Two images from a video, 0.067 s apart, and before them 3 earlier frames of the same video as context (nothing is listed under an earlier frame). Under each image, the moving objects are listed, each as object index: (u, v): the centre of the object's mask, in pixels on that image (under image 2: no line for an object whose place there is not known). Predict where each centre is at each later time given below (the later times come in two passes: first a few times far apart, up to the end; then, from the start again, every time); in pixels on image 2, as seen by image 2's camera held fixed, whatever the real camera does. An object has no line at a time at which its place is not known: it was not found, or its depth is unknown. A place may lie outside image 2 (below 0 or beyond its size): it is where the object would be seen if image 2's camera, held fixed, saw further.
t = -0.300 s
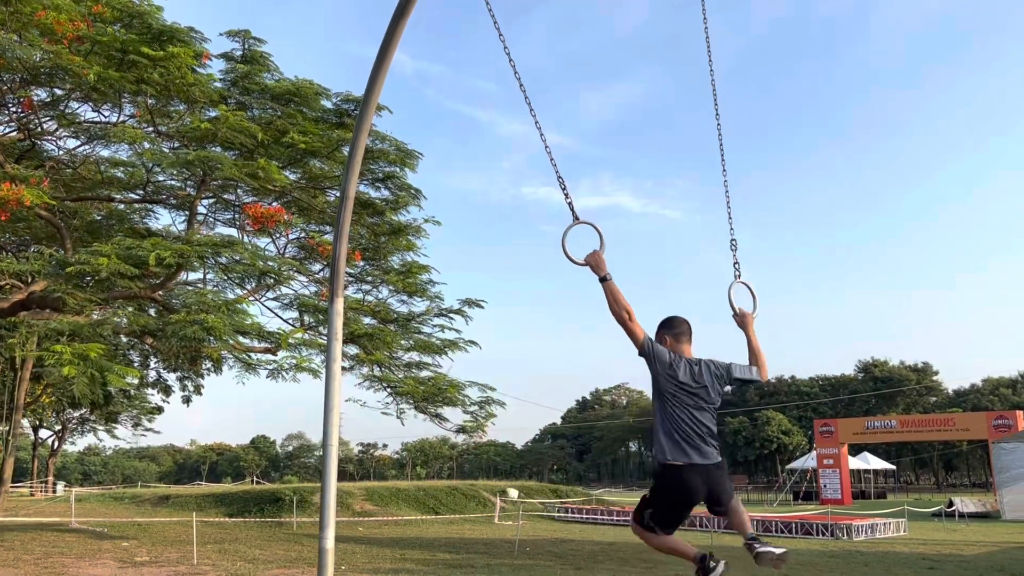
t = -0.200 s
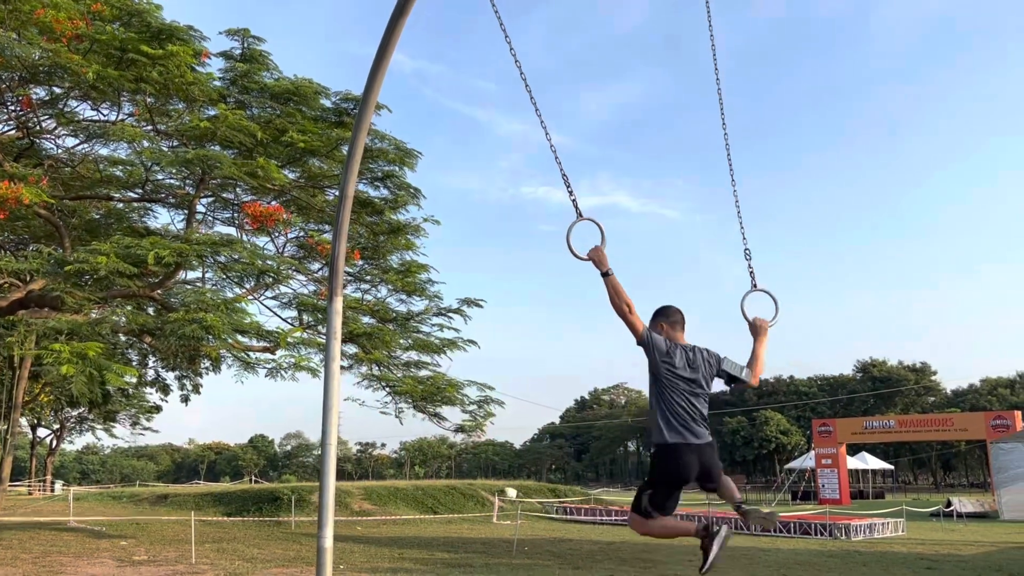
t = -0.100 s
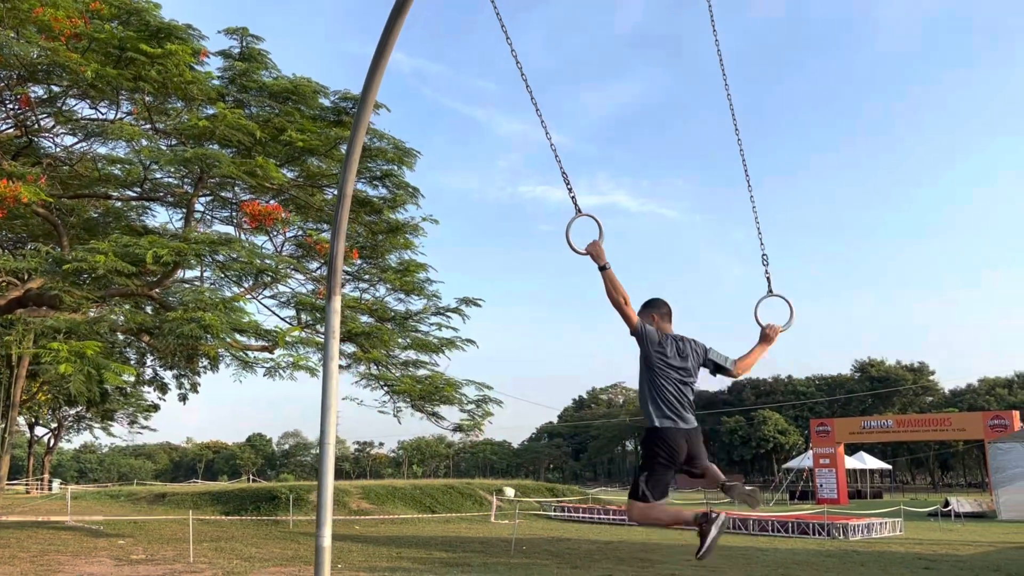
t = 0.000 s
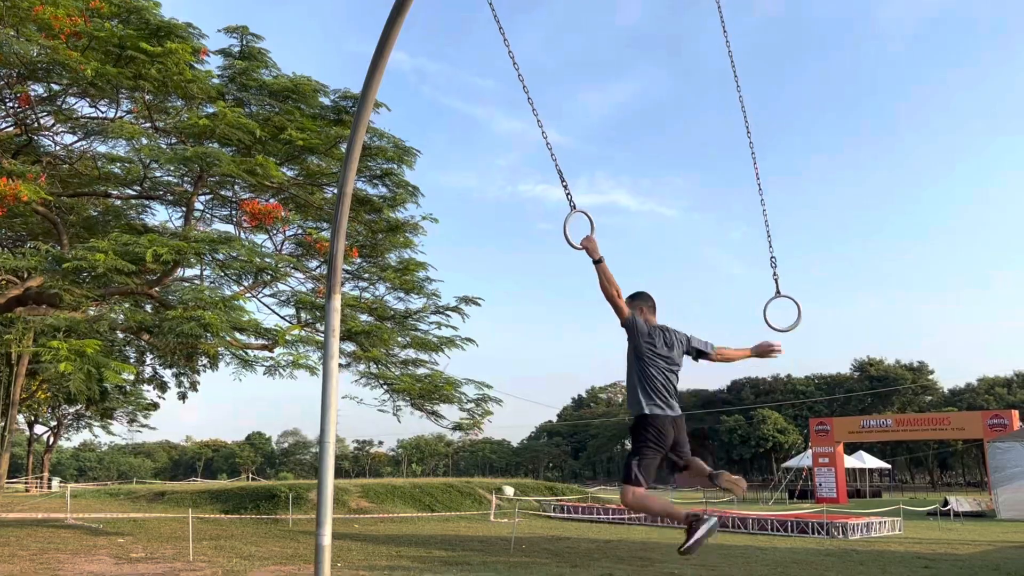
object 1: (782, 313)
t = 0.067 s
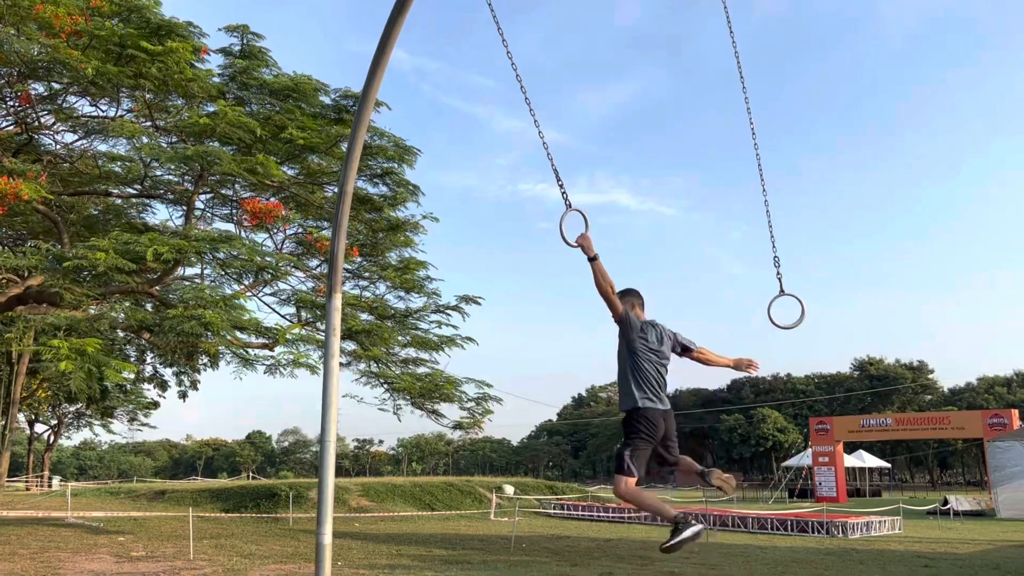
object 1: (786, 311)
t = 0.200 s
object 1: (787, 304)
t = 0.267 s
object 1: (786, 300)
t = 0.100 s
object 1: (787, 310)
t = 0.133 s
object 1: (787, 308)
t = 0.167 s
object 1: (787, 306)
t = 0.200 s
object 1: (787, 304)
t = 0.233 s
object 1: (787, 303)
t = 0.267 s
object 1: (786, 300)
